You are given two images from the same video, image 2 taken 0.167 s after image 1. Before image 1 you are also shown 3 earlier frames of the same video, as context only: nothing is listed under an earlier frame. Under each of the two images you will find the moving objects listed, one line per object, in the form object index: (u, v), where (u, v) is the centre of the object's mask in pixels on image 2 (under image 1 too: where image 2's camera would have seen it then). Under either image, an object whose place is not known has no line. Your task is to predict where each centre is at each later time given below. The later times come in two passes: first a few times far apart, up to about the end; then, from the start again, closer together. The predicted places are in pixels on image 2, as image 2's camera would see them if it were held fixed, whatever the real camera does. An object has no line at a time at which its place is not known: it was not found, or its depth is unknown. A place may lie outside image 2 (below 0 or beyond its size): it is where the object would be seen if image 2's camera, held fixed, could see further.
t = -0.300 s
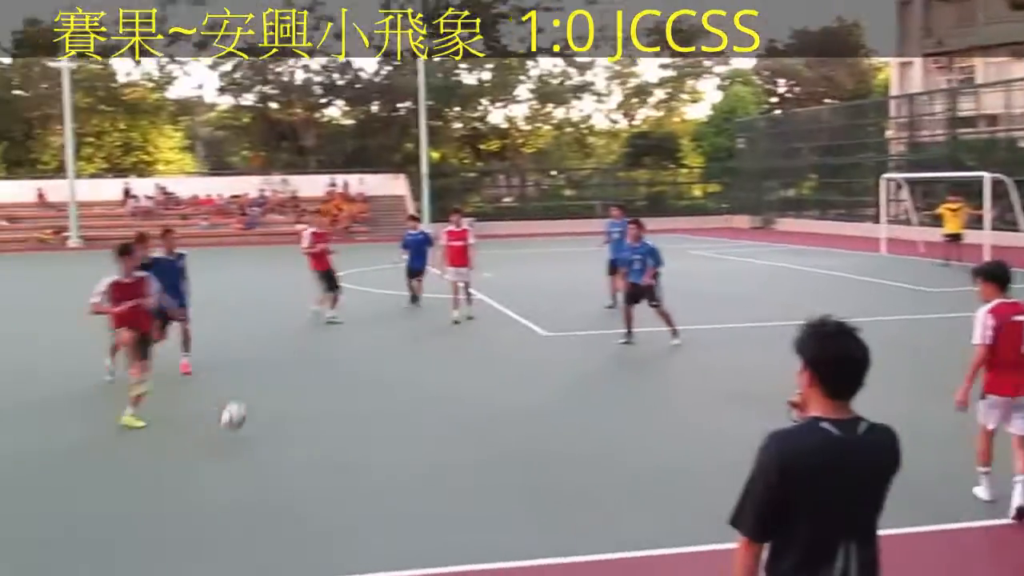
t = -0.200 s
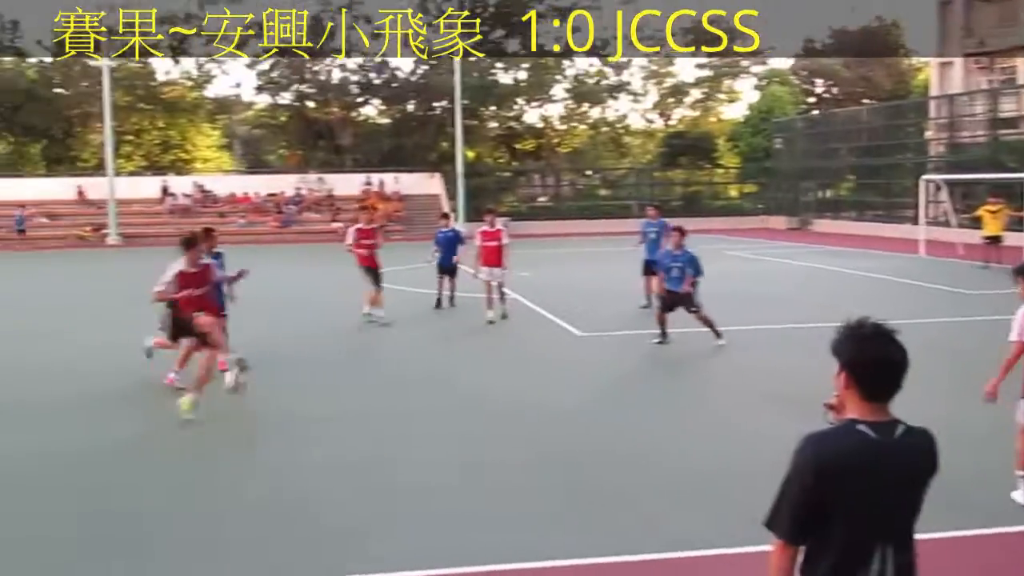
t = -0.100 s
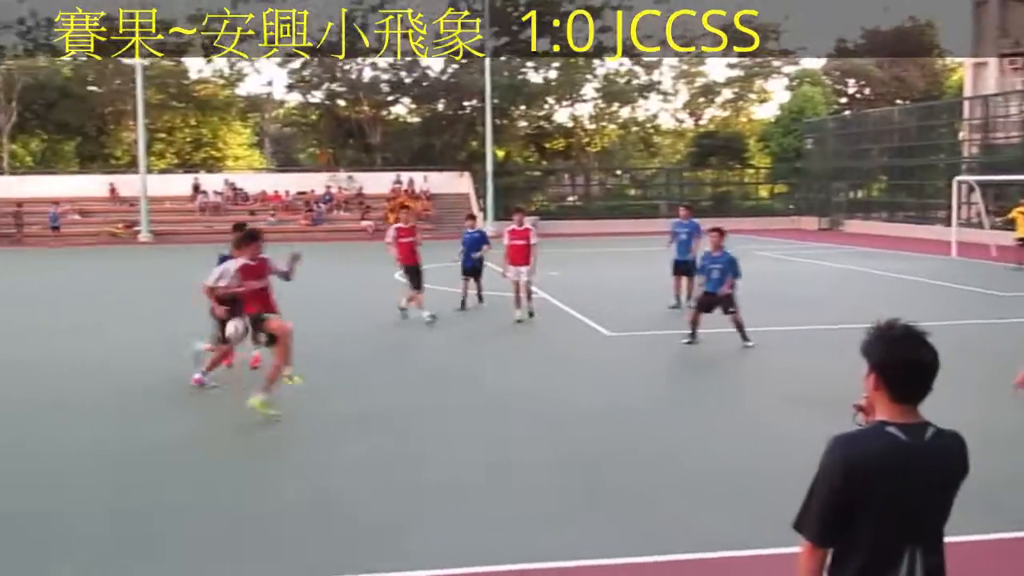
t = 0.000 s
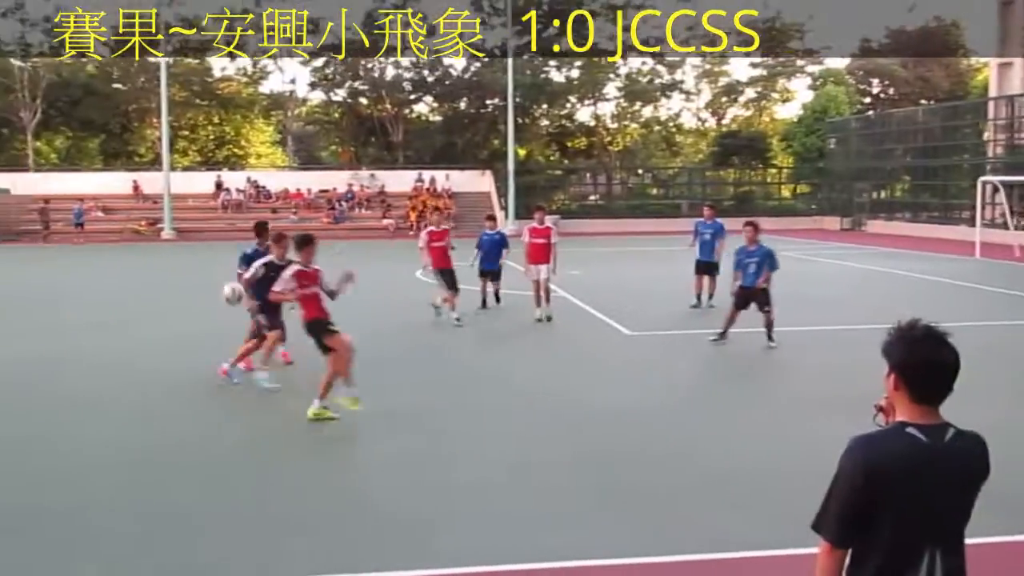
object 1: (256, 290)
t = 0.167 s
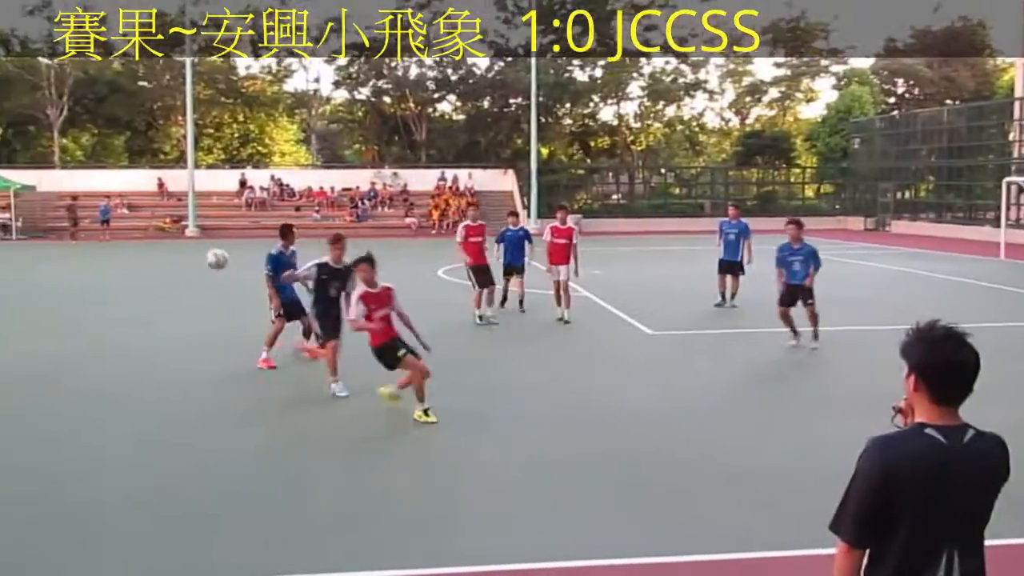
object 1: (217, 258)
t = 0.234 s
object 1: (202, 254)
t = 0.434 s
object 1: (163, 267)
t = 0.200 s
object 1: (210, 255)
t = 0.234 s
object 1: (202, 254)
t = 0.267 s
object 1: (195, 254)
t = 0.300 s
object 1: (189, 254)
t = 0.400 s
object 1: (169, 262)
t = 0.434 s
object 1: (163, 267)
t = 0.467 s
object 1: (157, 273)
